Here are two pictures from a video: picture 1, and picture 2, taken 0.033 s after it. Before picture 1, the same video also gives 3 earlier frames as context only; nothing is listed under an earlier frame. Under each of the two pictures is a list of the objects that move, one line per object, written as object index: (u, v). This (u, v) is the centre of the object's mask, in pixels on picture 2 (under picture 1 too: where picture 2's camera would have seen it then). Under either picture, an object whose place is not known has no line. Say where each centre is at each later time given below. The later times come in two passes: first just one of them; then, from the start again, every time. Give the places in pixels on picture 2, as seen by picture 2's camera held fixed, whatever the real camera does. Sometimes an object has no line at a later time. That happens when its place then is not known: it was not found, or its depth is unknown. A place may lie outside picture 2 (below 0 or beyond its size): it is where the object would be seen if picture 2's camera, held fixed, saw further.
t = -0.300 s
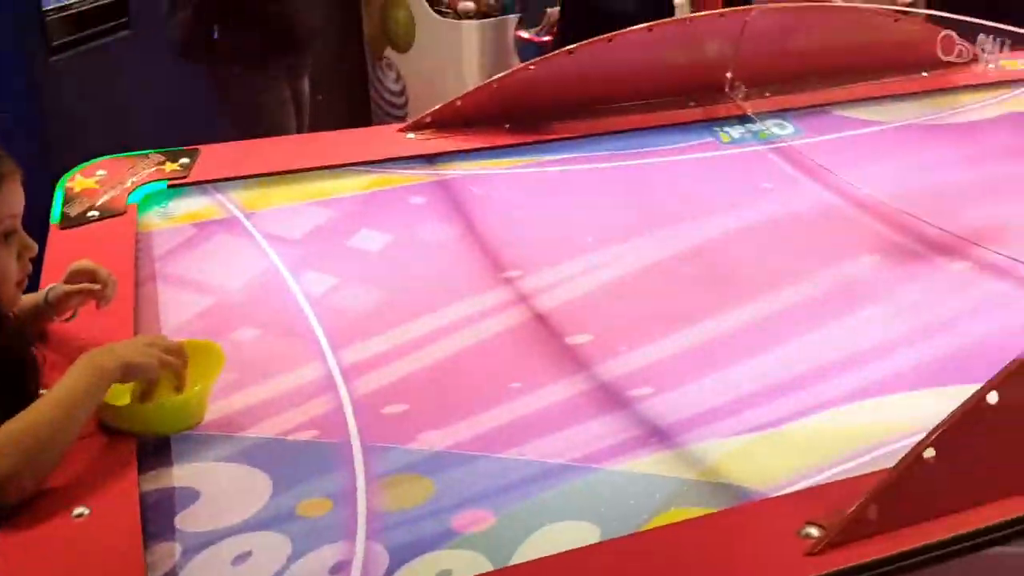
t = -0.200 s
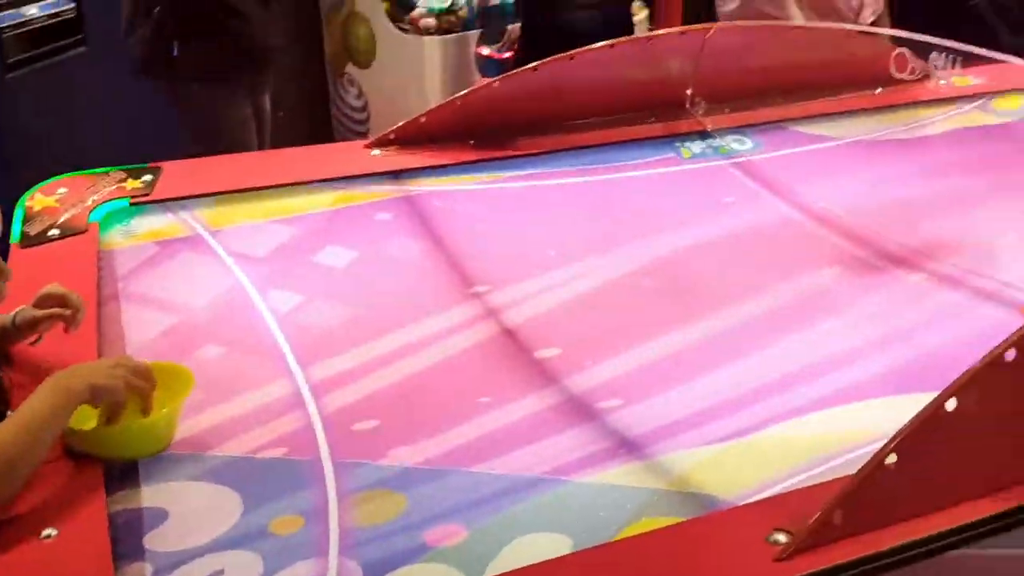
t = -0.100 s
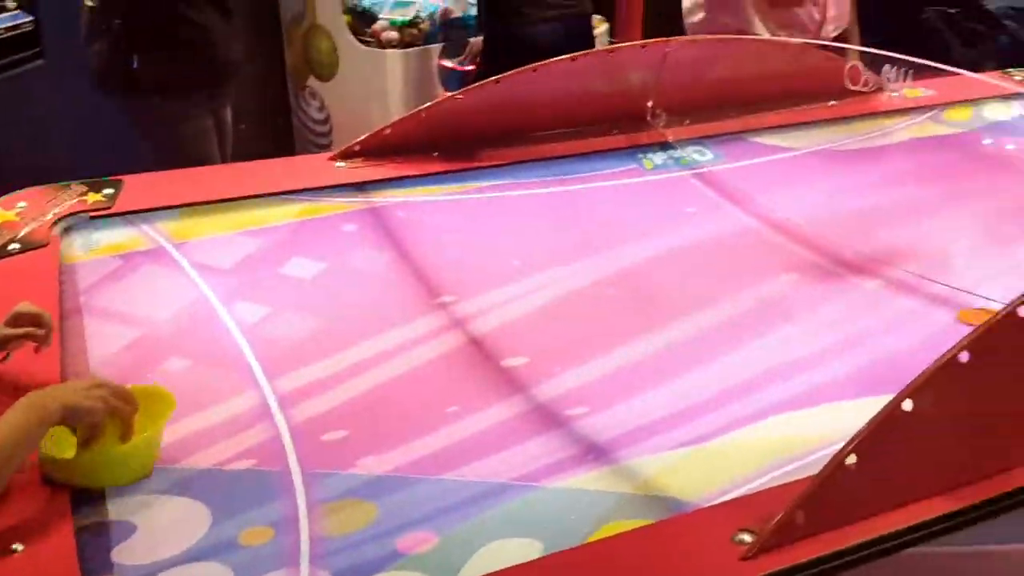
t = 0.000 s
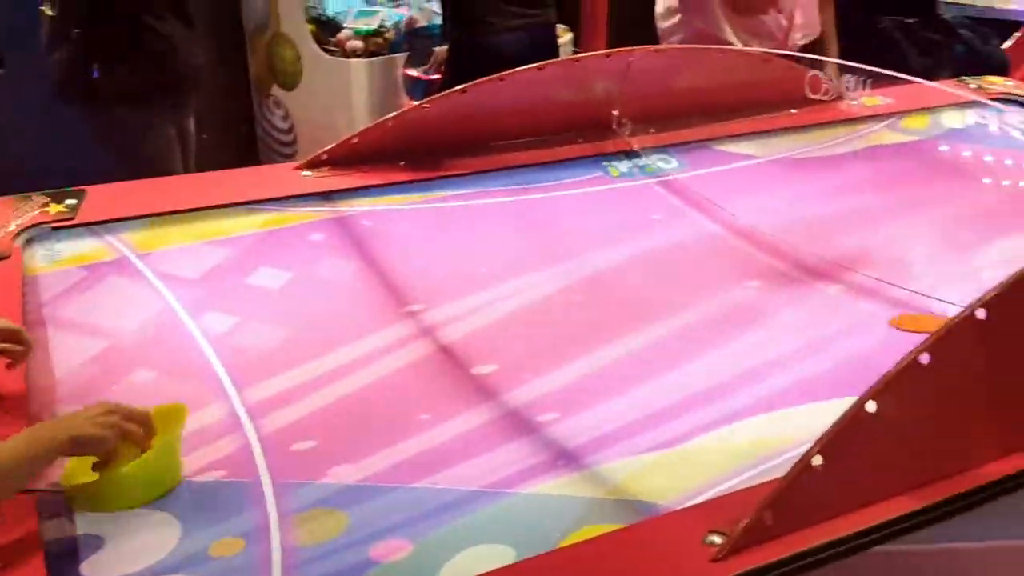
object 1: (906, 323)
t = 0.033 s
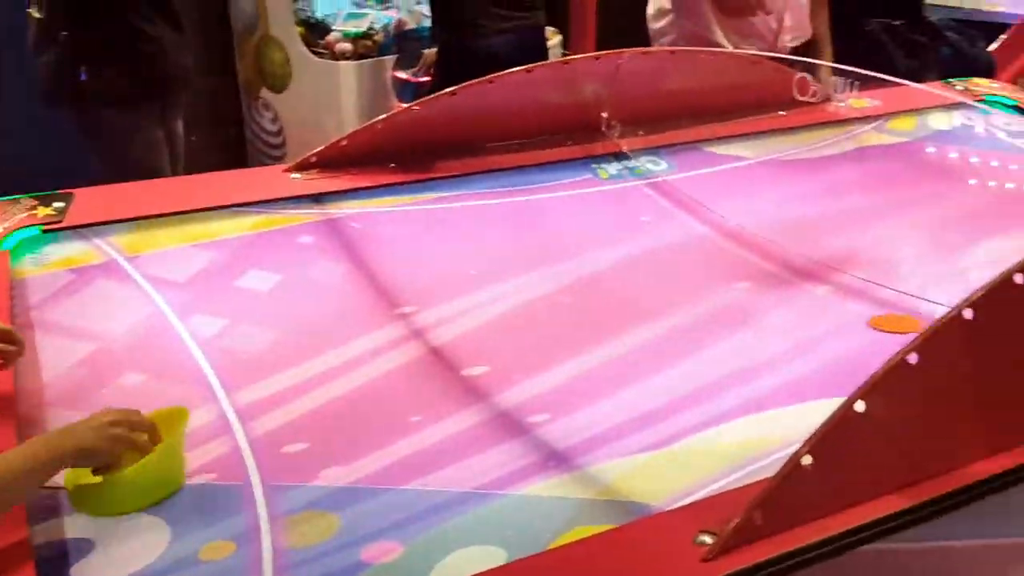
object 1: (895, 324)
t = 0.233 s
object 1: (827, 320)
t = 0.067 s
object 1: (885, 324)
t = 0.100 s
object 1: (873, 323)
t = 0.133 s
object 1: (862, 323)
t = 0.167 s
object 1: (851, 322)
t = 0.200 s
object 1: (839, 321)
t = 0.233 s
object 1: (827, 320)
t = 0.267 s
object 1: (814, 319)
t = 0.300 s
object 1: (802, 317)
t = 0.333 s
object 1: (789, 316)
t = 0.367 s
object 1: (776, 314)
